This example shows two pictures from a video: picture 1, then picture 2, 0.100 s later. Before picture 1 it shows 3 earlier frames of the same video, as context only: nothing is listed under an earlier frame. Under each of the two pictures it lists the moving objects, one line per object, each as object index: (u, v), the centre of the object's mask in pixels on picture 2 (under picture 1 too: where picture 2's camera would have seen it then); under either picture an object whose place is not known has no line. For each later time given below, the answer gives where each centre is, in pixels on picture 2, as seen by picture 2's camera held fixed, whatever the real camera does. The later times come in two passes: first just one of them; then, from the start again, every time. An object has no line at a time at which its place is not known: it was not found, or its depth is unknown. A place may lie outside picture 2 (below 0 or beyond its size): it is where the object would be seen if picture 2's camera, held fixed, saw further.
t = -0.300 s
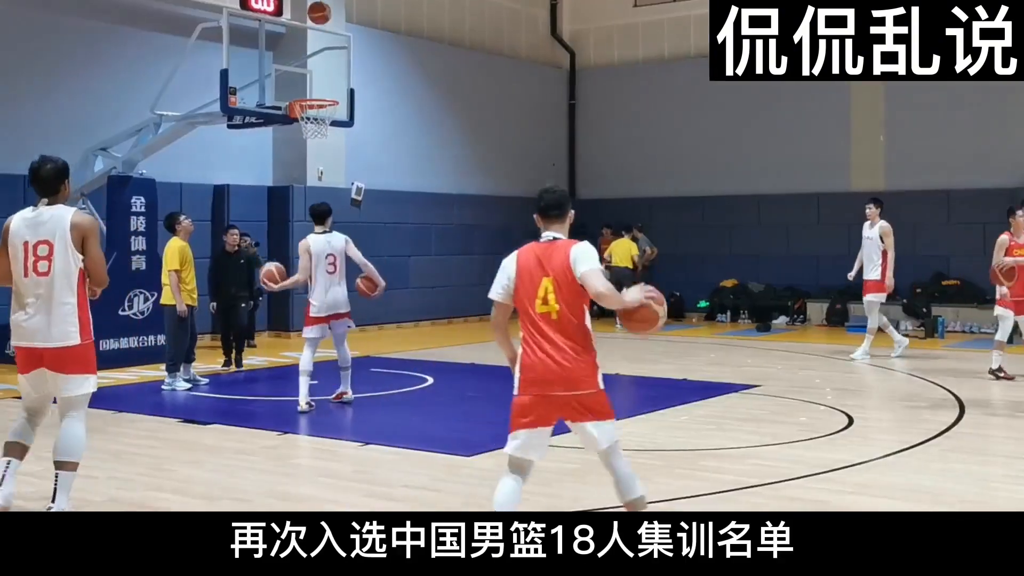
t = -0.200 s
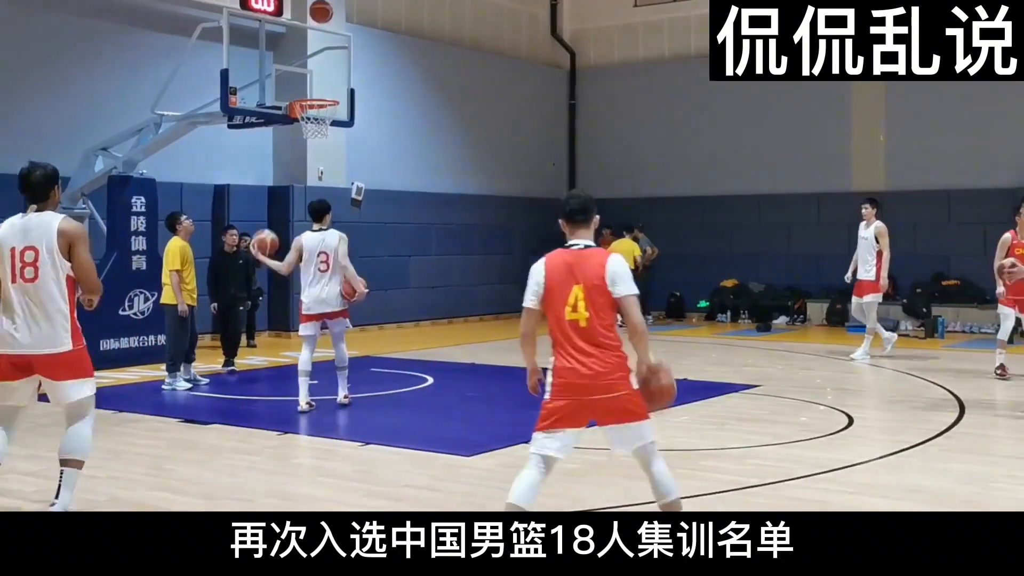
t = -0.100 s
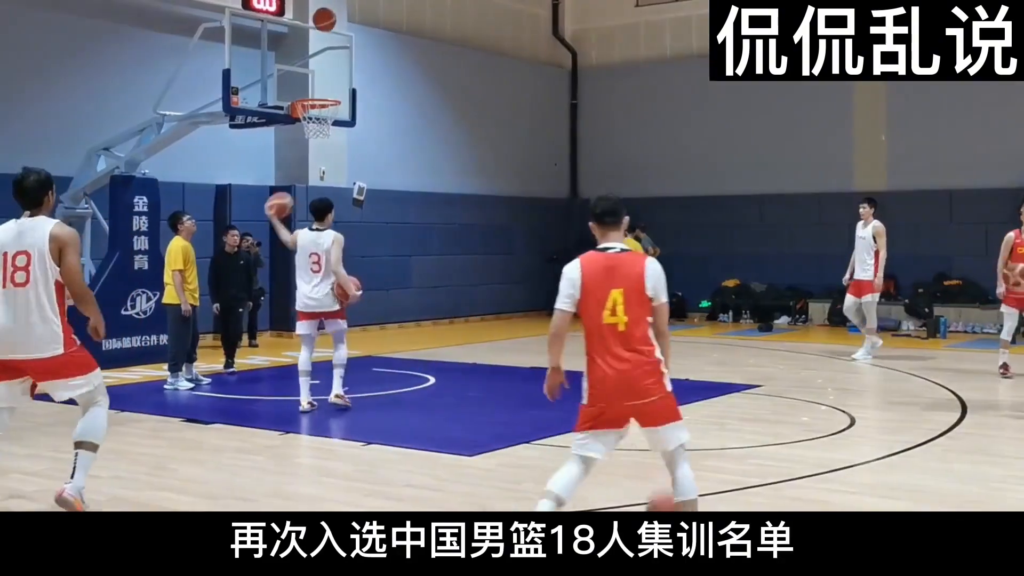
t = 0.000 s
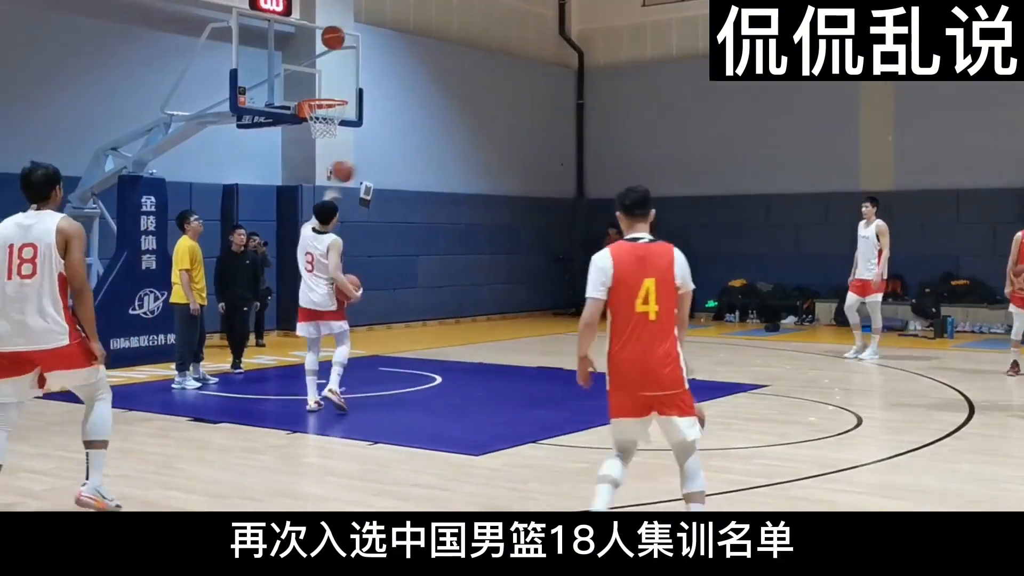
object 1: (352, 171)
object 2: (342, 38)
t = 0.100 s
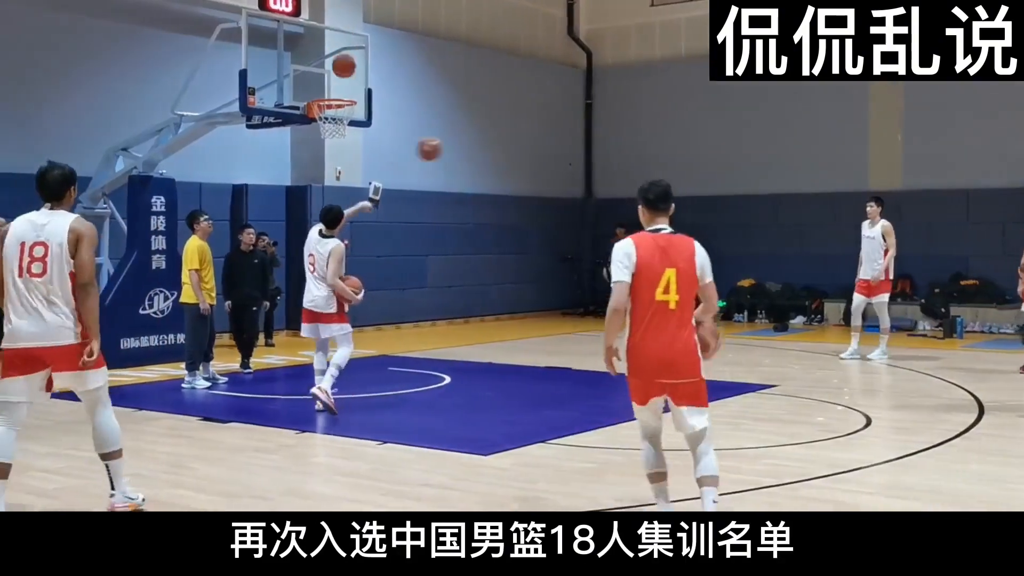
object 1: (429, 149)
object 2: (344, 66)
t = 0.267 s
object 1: (544, 135)
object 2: (347, 136)
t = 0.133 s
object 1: (454, 144)
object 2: (344, 78)
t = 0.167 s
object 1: (477, 140)
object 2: (345, 90)
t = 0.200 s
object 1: (501, 137)
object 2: (346, 104)
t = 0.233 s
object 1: (525, 136)
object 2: (347, 120)
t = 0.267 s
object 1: (544, 135)
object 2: (347, 136)
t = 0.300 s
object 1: (567, 135)
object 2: (348, 154)
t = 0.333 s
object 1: (586, 136)
